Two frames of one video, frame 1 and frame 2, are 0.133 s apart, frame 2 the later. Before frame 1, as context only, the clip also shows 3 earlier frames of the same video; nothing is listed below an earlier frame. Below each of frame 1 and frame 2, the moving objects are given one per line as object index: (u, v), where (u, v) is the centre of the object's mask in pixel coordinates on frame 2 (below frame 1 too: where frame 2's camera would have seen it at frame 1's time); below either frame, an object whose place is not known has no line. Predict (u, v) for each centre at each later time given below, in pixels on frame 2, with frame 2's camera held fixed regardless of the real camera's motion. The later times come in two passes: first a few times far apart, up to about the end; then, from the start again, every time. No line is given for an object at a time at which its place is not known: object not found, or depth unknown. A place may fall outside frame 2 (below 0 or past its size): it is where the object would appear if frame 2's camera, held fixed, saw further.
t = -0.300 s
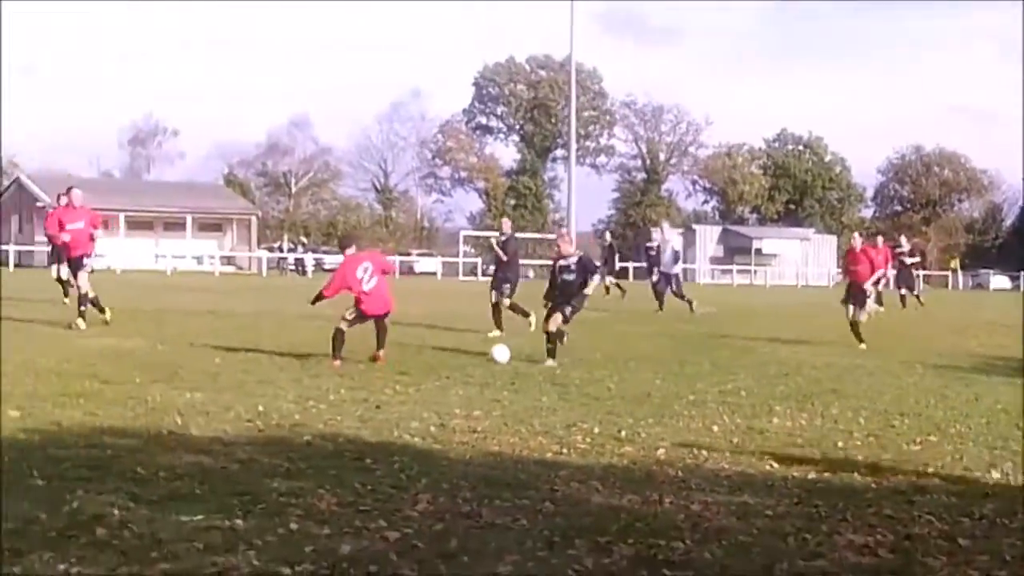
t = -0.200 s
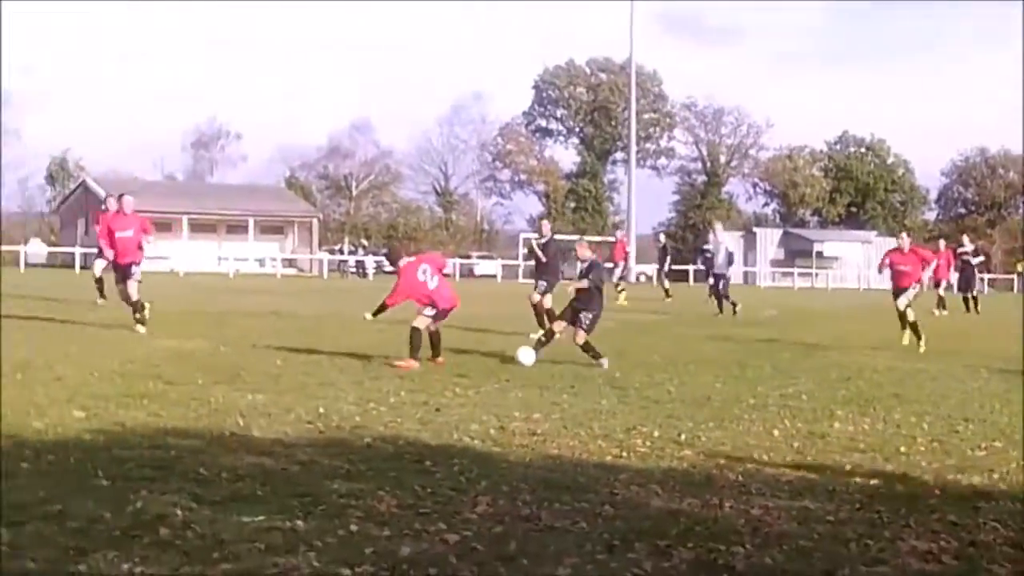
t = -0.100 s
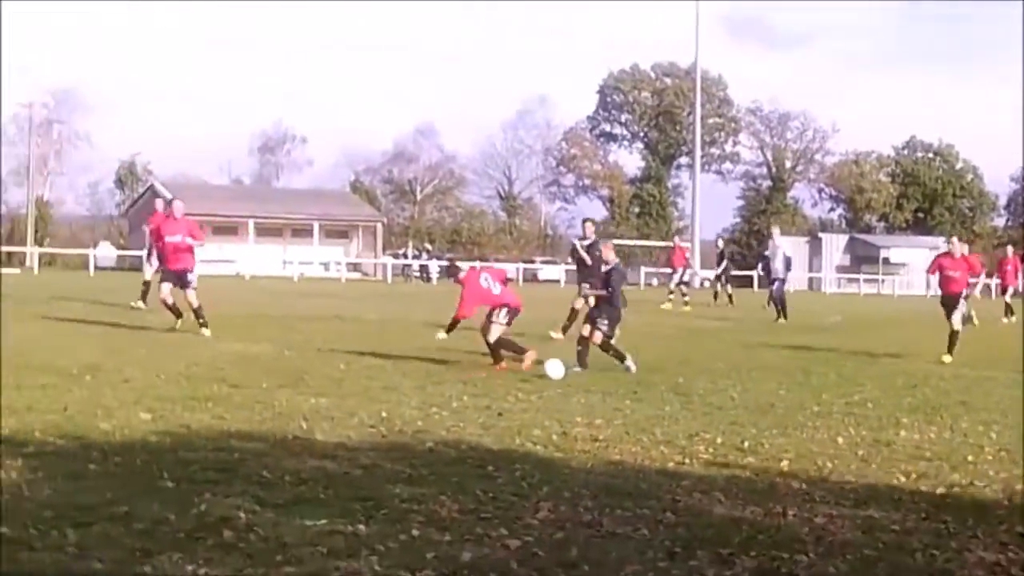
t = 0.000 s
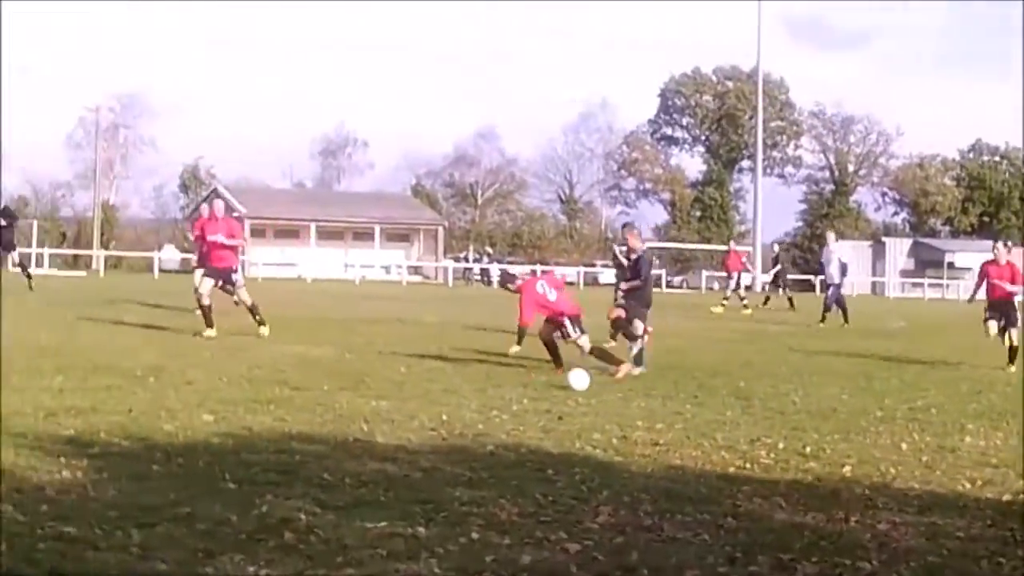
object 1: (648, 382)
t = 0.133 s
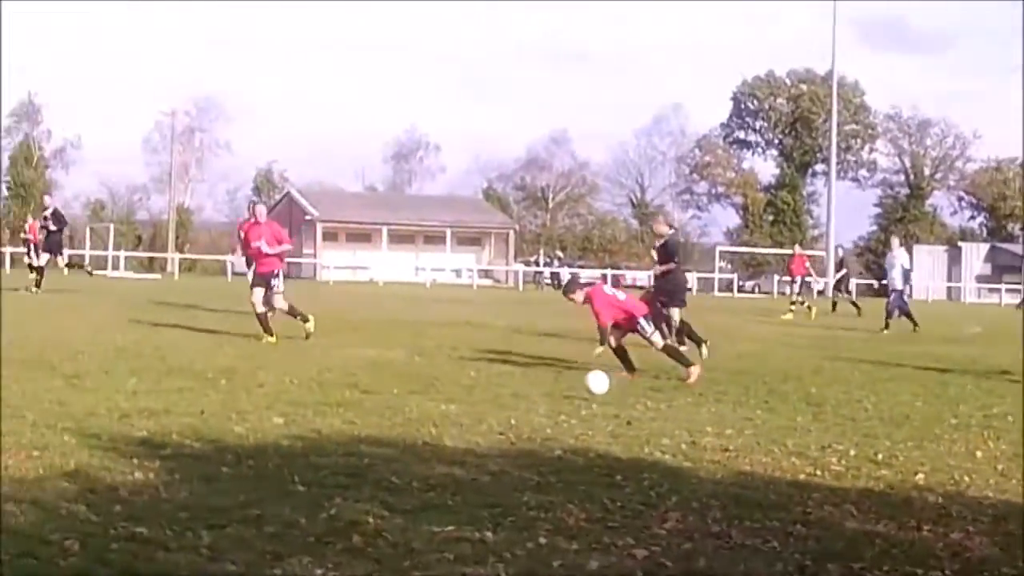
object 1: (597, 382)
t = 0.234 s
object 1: (555, 387)
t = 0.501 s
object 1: (436, 394)
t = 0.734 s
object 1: (317, 417)
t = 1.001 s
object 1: (158, 437)
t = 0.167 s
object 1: (584, 382)
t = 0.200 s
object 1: (570, 383)
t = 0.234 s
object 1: (555, 387)
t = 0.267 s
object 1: (541, 392)
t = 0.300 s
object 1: (526, 398)
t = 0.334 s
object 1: (511, 404)
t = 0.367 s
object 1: (497, 402)
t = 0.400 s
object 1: (482, 398)
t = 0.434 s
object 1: (467, 395)
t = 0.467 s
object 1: (452, 394)
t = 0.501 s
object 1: (436, 394)
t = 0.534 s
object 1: (420, 396)
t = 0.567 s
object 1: (404, 399)
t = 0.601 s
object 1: (387, 405)
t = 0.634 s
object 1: (370, 411)
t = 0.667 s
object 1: (352, 420)
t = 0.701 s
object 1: (335, 420)
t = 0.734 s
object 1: (317, 417)
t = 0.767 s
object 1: (299, 416)
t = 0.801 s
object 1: (281, 417)
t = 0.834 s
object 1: (262, 419)
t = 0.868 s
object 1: (242, 422)
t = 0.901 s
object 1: (222, 428)
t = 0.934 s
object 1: (201, 436)
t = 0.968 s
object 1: (180, 437)
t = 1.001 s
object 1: (158, 437)
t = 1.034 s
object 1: (137, 439)
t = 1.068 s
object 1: (114, 440)
